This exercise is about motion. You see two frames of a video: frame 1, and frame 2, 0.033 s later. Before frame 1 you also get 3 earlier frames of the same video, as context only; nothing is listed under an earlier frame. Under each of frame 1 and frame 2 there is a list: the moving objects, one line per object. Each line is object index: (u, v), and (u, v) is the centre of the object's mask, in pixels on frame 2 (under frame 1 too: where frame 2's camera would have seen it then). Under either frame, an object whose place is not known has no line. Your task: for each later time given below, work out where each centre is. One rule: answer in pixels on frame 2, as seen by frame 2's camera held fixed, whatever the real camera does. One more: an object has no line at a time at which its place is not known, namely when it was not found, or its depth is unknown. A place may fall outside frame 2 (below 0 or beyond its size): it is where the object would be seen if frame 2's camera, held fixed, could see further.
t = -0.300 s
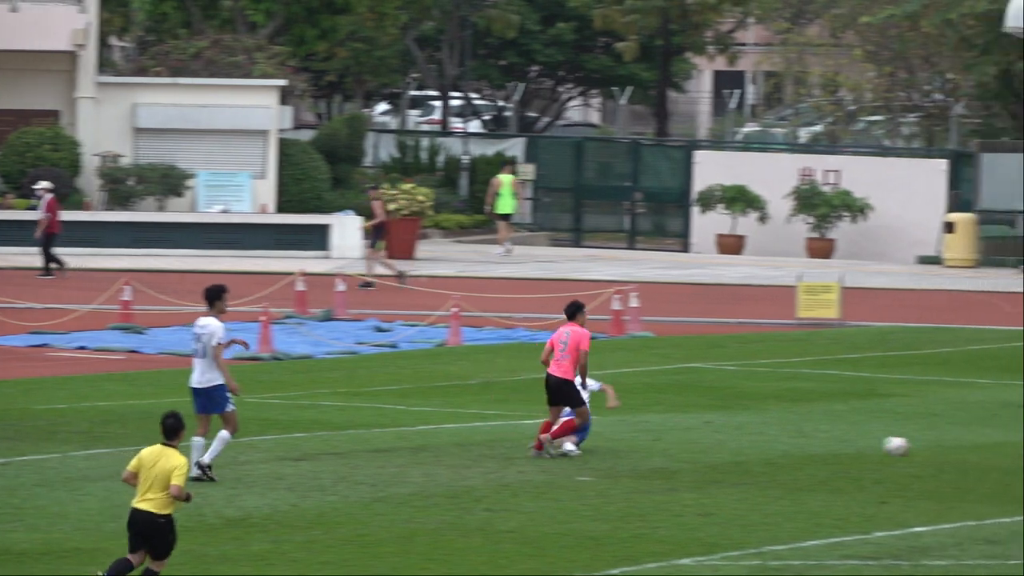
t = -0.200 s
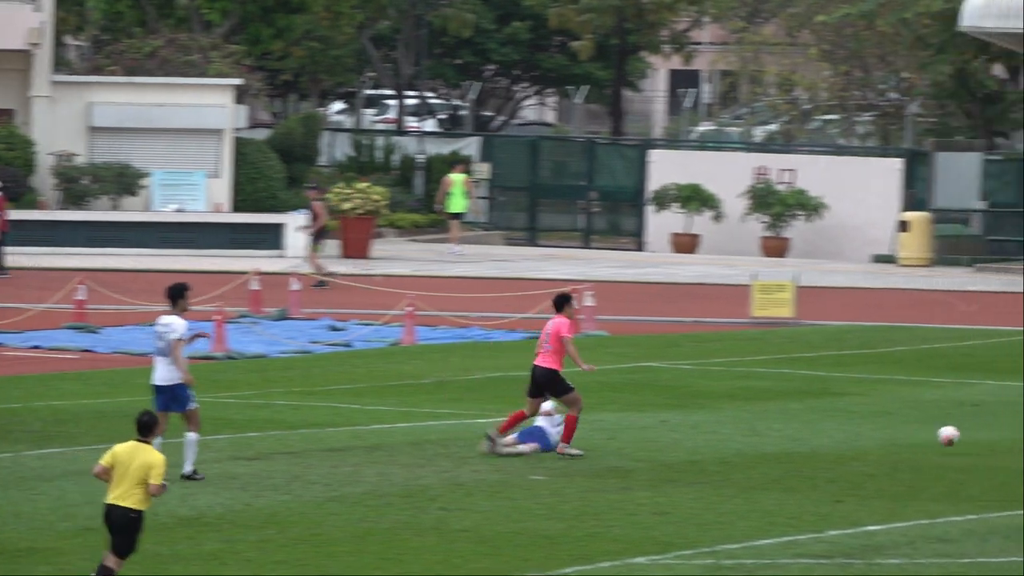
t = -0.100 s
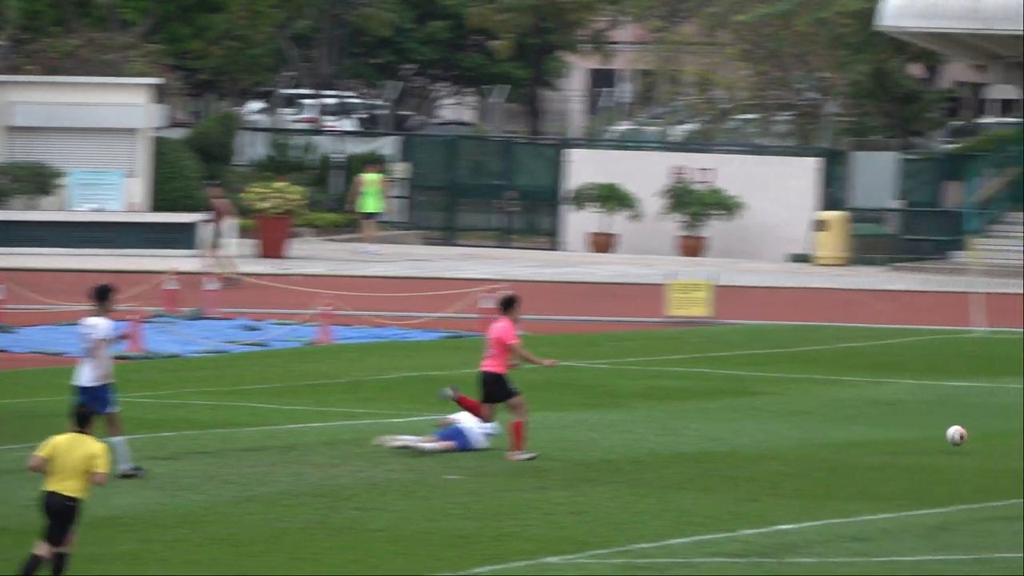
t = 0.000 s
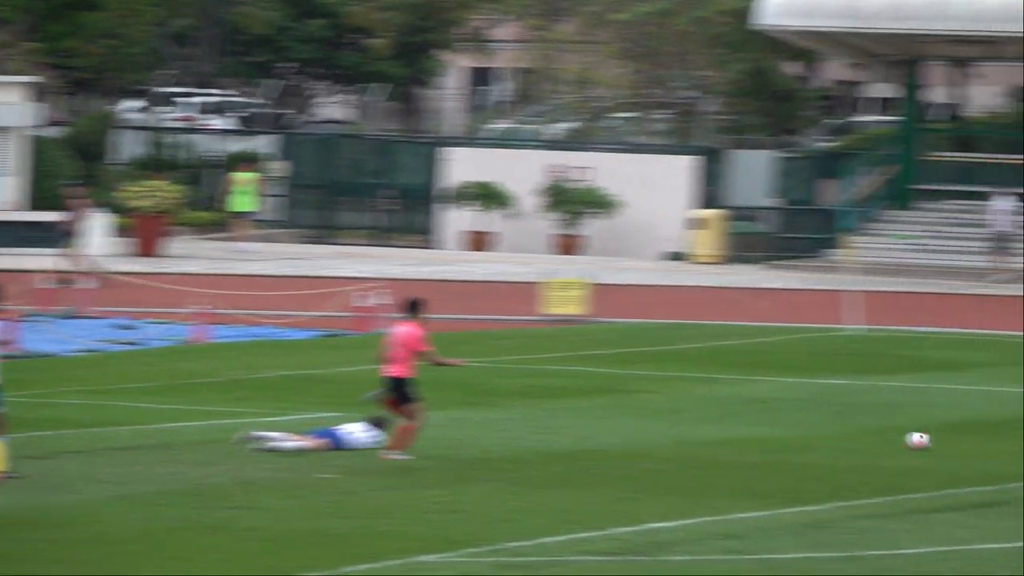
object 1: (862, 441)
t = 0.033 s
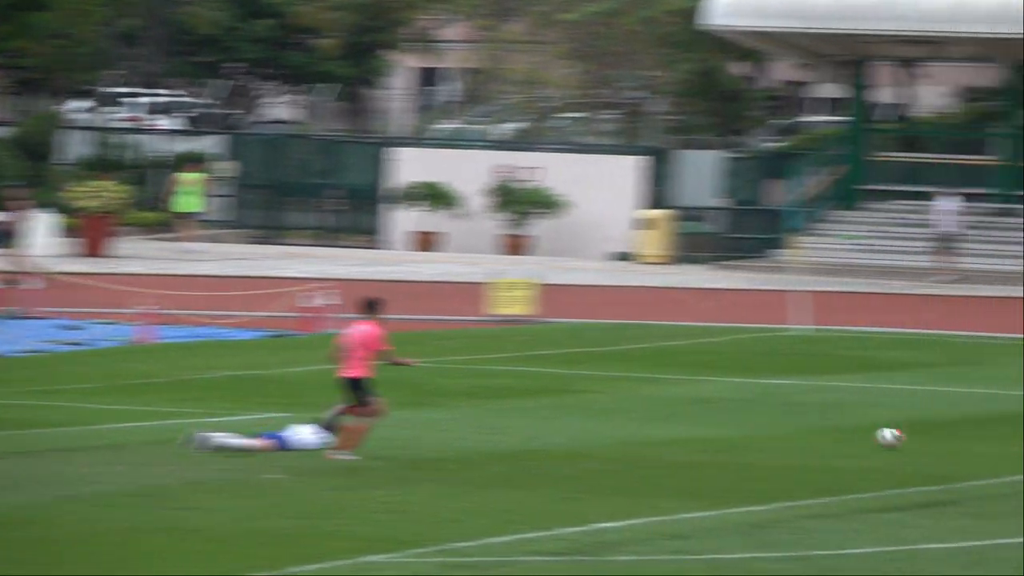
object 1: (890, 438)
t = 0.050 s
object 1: (903, 435)
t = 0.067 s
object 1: (918, 433)
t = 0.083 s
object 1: (931, 432)
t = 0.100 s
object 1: (944, 430)
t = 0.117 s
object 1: (958, 429)
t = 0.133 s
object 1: (973, 429)
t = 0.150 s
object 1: (986, 429)
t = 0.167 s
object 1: (999, 430)
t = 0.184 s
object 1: (1012, 431)
